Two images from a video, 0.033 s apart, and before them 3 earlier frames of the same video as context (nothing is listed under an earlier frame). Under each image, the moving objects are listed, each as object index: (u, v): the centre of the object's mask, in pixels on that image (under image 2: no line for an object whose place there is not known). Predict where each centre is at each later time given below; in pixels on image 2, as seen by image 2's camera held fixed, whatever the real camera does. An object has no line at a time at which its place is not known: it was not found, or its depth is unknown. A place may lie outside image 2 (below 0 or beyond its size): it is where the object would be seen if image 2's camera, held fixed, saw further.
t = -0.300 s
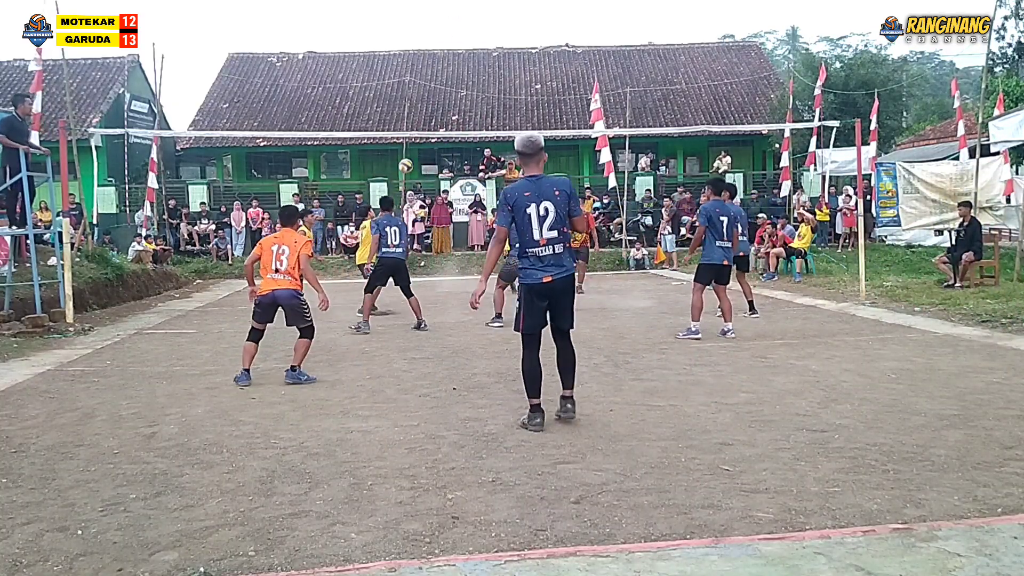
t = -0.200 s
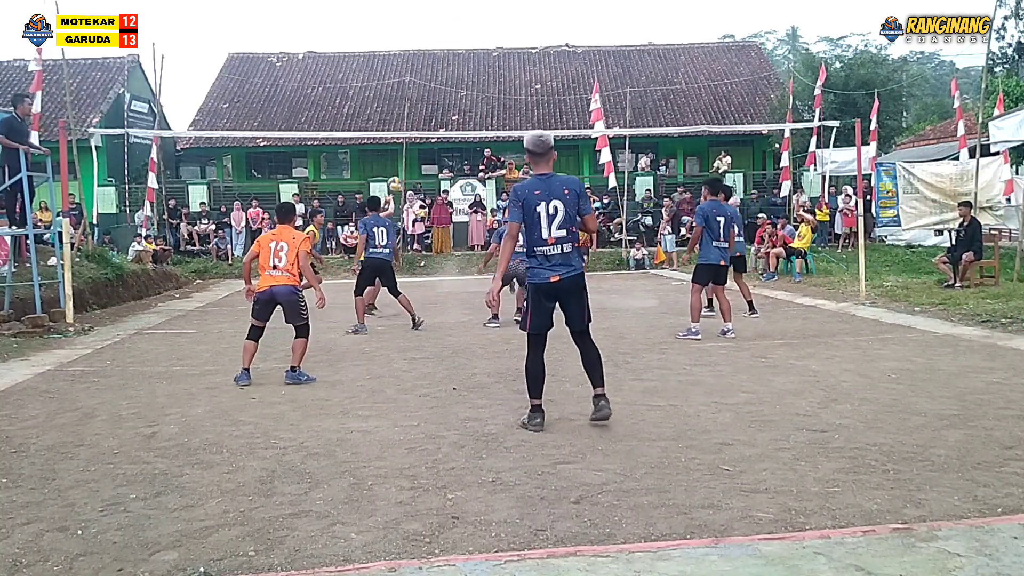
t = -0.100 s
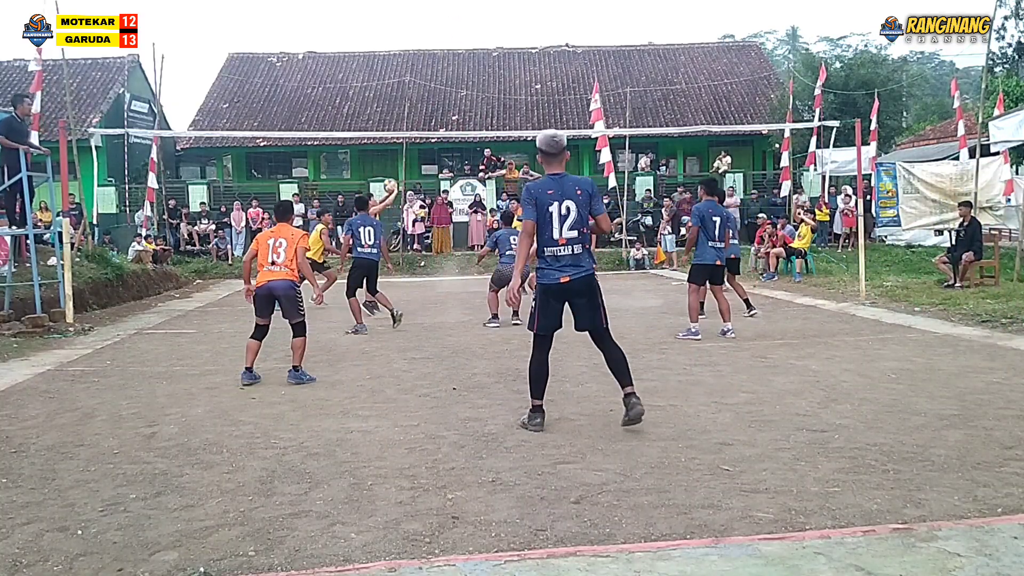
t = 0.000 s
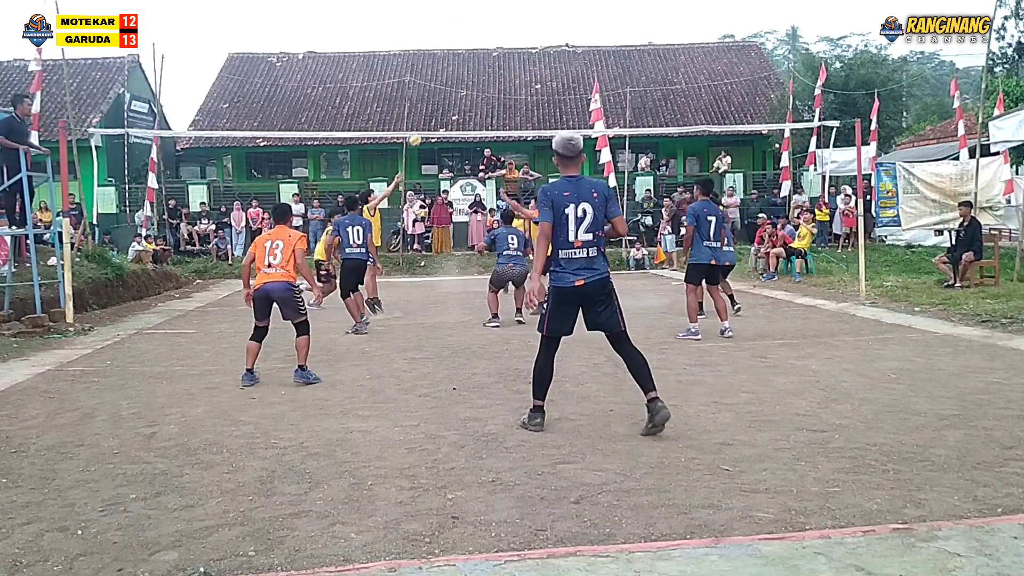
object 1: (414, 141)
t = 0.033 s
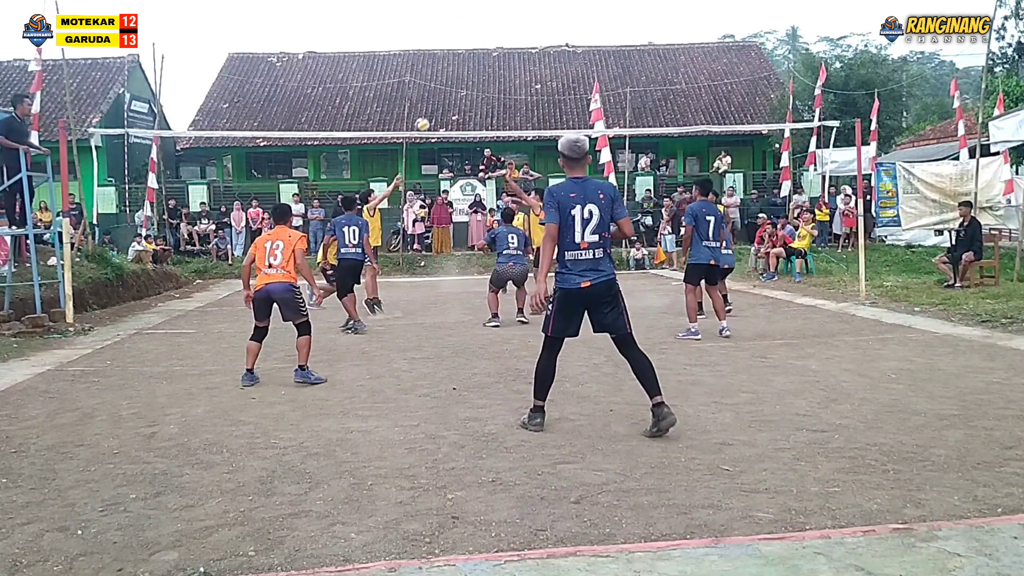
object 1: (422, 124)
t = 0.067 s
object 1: (430, 111)
